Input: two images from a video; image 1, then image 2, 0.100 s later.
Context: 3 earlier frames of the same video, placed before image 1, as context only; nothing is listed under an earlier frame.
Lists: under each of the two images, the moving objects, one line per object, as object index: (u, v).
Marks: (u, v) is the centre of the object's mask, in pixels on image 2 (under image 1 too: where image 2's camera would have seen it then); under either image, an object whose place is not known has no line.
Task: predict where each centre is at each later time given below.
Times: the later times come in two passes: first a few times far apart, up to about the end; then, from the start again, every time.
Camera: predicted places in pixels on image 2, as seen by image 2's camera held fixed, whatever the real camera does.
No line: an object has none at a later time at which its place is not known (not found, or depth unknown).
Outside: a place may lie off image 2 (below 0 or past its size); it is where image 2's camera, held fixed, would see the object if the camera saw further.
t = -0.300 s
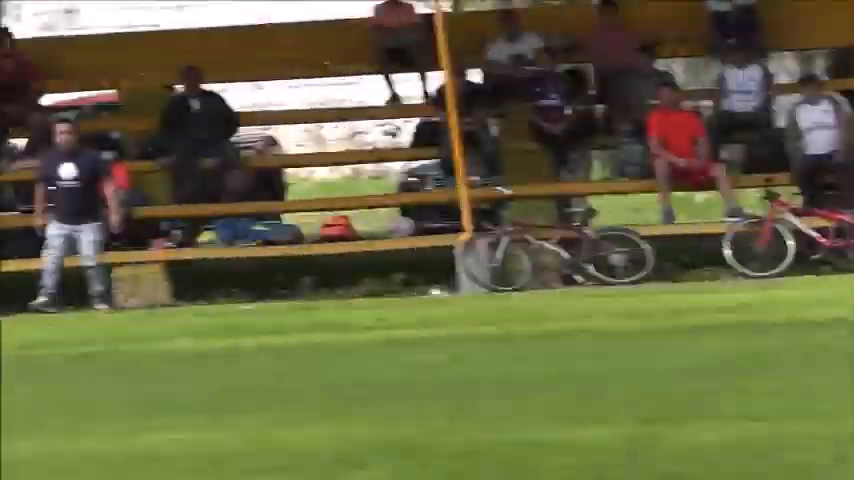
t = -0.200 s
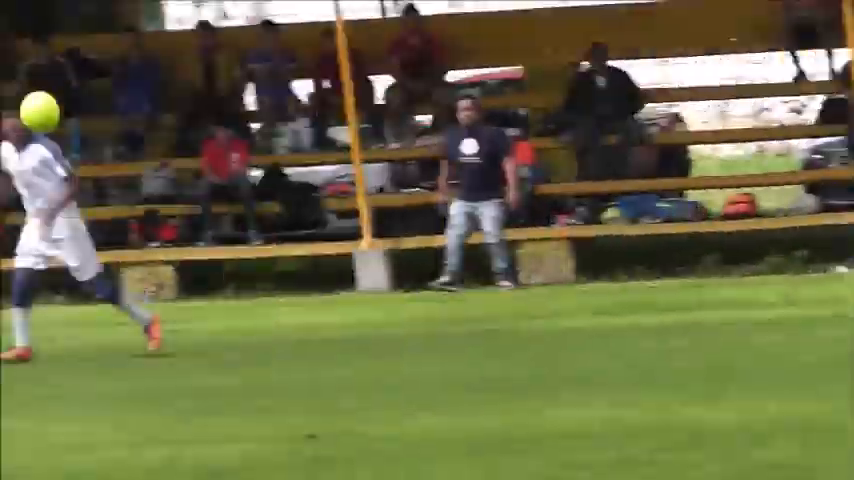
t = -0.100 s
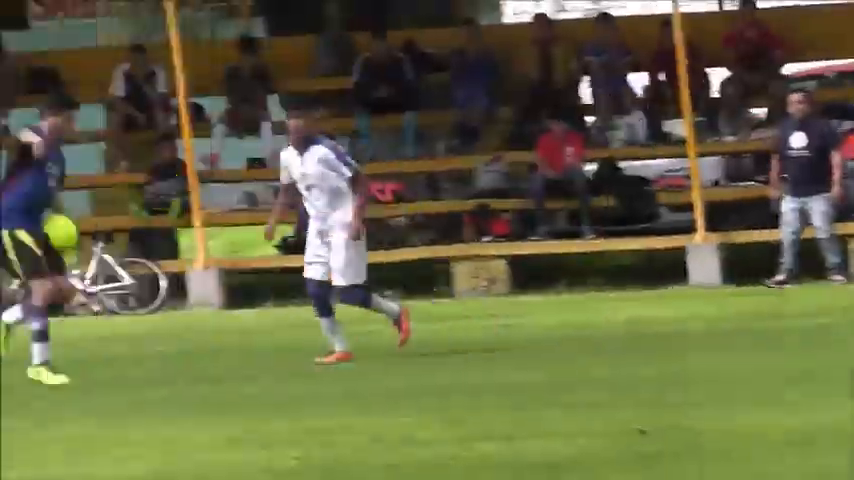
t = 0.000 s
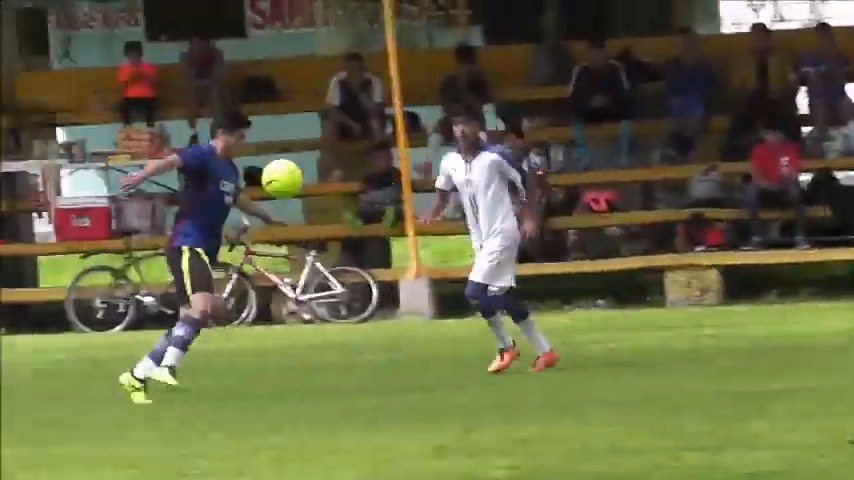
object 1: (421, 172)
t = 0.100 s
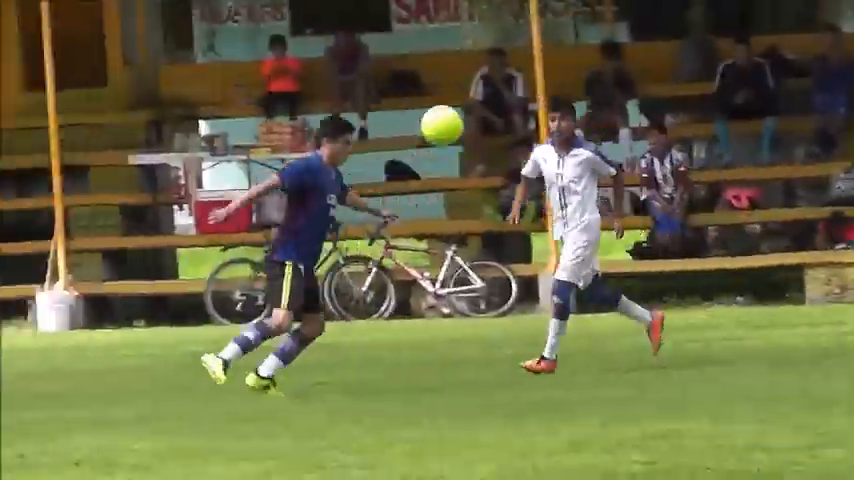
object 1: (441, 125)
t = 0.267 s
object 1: (477, 83)
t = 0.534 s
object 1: (537, 118)
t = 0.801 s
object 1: (600, 287)
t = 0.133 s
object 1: (449, 113)
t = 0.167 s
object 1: (456, 101)
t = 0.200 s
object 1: (463, 93)
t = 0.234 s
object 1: (469, 87)
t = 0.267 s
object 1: (477, 83)
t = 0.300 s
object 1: (484, 80)
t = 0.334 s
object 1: (491, 80)
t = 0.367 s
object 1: (499, 81)
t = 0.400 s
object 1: (507, 84)
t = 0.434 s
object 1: (514, 89)
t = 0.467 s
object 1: (522, 97)
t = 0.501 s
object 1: (529, 106)
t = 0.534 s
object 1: (537, 118)
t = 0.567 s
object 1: (544, 131)
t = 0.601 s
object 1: (551, 148)
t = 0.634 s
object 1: (559, 165)
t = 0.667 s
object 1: (568, 185)
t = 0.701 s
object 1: (575, 207)
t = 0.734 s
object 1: (583, 231)
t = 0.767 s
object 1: (591, 258)
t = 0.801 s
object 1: (600, 287)
